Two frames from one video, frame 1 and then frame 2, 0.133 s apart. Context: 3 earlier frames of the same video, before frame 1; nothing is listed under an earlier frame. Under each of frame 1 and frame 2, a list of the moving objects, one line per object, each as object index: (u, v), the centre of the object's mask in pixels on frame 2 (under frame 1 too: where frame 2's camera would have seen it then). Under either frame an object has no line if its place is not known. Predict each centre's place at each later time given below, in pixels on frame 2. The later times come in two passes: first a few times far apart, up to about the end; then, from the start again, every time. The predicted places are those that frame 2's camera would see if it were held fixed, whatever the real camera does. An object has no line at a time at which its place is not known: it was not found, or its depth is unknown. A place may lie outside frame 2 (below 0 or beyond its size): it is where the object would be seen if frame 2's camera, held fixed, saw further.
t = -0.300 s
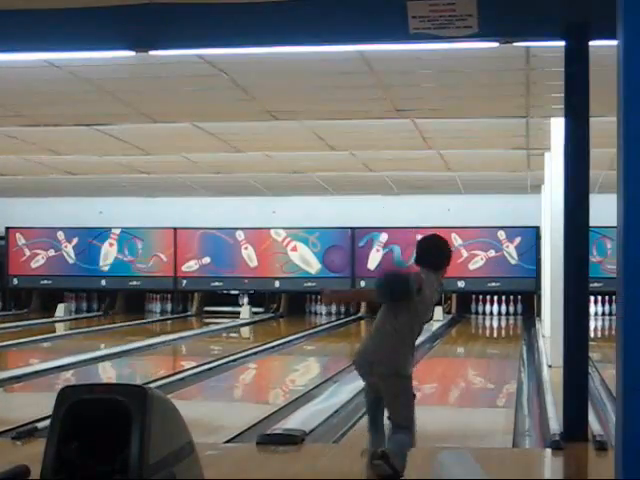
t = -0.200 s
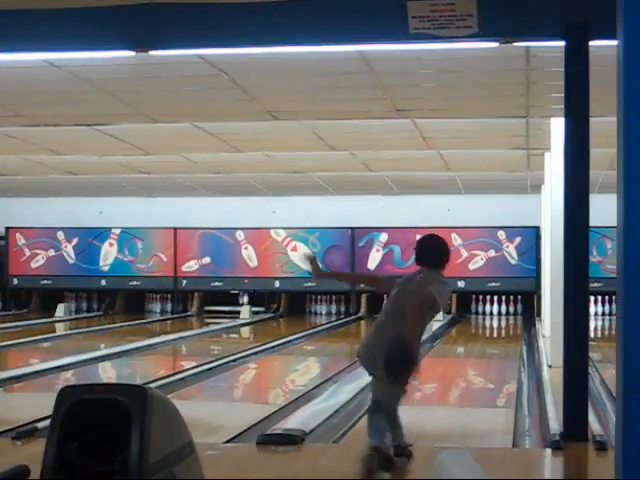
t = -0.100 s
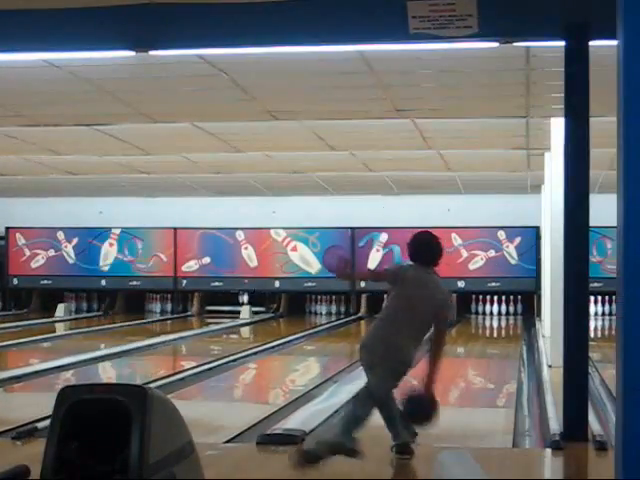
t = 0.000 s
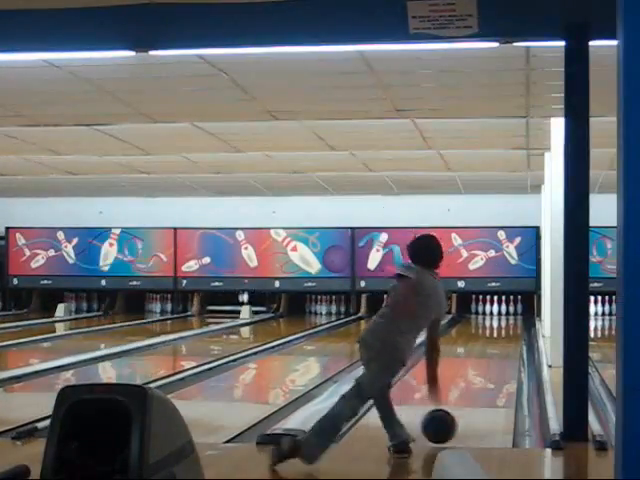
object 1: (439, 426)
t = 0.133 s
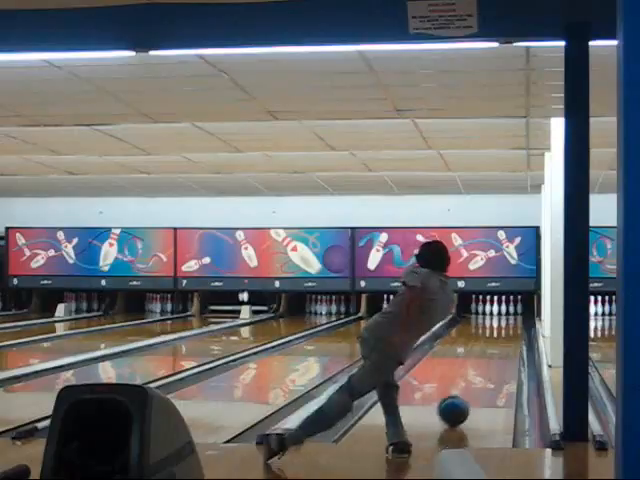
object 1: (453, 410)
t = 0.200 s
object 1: (459, 402)
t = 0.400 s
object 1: (473, 382)
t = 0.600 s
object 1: (484, 368)
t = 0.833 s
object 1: (492, 356)
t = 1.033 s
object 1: (498, 346)
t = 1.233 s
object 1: (503, 339)
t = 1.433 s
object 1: (505, 332)
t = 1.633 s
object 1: (506, 327)
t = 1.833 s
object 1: (507, 323)
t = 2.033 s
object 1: (507, 320)
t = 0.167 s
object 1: (456, 406)
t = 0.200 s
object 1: (459, 402)
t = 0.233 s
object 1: (462, 398)
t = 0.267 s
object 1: (464, 395)
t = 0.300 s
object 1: (467, 392)
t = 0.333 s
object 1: (469, 389)
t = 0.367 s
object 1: (471, 386)
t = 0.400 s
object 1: (473, 382)
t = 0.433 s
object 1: (475, 380)
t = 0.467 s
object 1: (477, 378)
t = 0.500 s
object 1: (479, 375)
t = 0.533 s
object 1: (481, 373)
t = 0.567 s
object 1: (482, 370)
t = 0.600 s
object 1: (484, 368)
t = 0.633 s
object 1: (485, 366)
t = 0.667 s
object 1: (486, 365)
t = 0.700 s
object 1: (488, 362)
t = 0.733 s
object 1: (489, 361)
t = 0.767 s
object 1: (491, 359)
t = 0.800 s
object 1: (492, 357)
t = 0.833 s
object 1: (492, 356)
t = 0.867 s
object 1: (494, 354)
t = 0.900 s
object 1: (495, 352)
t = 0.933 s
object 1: (496, 351)
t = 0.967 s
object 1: (497, 349)
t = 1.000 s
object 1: (497, 348)
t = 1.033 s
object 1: (498, 346)
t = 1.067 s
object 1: (499, 345)
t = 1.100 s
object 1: (500, 344)
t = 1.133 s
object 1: (501, 343)
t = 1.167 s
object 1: (501, 341)
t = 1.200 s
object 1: (502, 340)
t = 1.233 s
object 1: (503, 339)
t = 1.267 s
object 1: (503, 337)
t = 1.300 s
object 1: (504, 336)
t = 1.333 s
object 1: (504, 335)
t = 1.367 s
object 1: (504, 334)
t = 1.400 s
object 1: (504, 333)
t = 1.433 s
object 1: (505, 332)
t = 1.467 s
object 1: (506, 331)
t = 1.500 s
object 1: (506, 331)
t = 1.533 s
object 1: (506, 330)
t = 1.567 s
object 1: (506, 329)
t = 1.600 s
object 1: (506, 328)
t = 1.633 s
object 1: (506, 327)
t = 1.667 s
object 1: (506, 327)
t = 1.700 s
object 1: (507, 326)
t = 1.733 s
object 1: (507, 325)
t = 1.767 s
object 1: (507, 325)
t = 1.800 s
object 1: (507, 324)
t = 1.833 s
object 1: (507, 323)
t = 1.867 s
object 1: (507, 323)
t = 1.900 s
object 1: (507, 323)
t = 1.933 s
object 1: (506, 321)
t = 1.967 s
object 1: (507, 321)
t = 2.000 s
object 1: (507, 320)
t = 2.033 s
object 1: (507, 320)
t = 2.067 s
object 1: (506, 319)
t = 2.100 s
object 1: (506, 319)
